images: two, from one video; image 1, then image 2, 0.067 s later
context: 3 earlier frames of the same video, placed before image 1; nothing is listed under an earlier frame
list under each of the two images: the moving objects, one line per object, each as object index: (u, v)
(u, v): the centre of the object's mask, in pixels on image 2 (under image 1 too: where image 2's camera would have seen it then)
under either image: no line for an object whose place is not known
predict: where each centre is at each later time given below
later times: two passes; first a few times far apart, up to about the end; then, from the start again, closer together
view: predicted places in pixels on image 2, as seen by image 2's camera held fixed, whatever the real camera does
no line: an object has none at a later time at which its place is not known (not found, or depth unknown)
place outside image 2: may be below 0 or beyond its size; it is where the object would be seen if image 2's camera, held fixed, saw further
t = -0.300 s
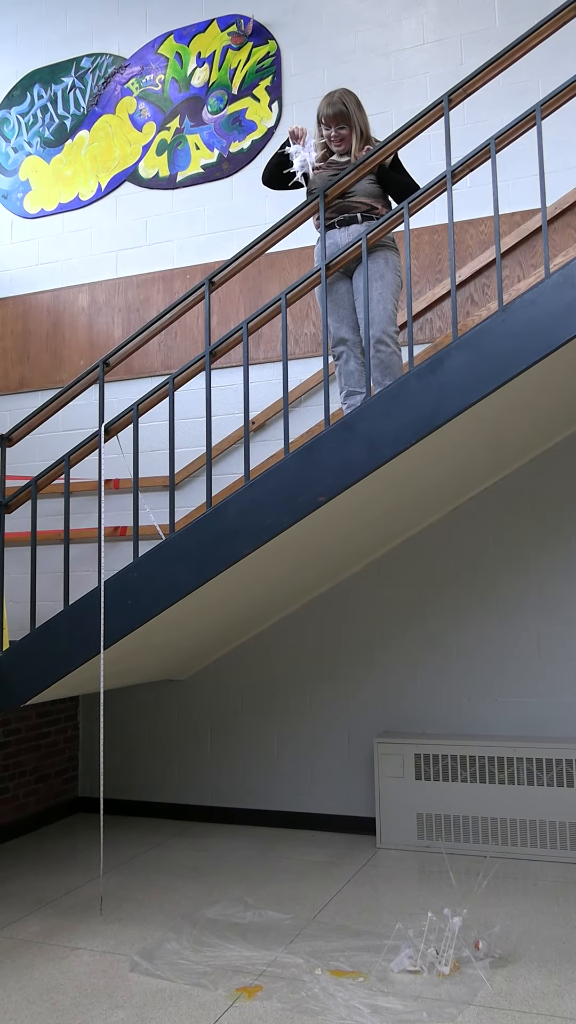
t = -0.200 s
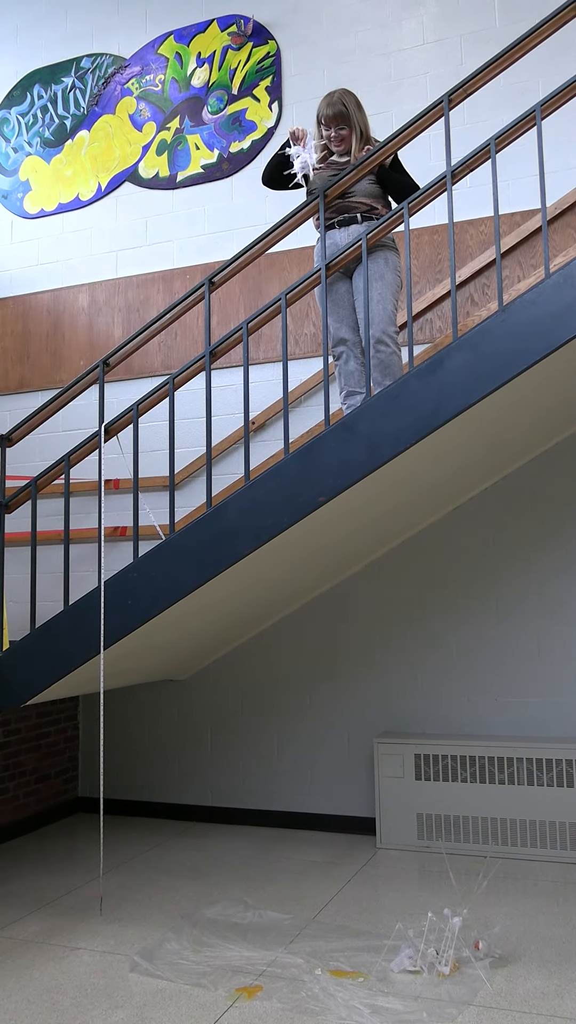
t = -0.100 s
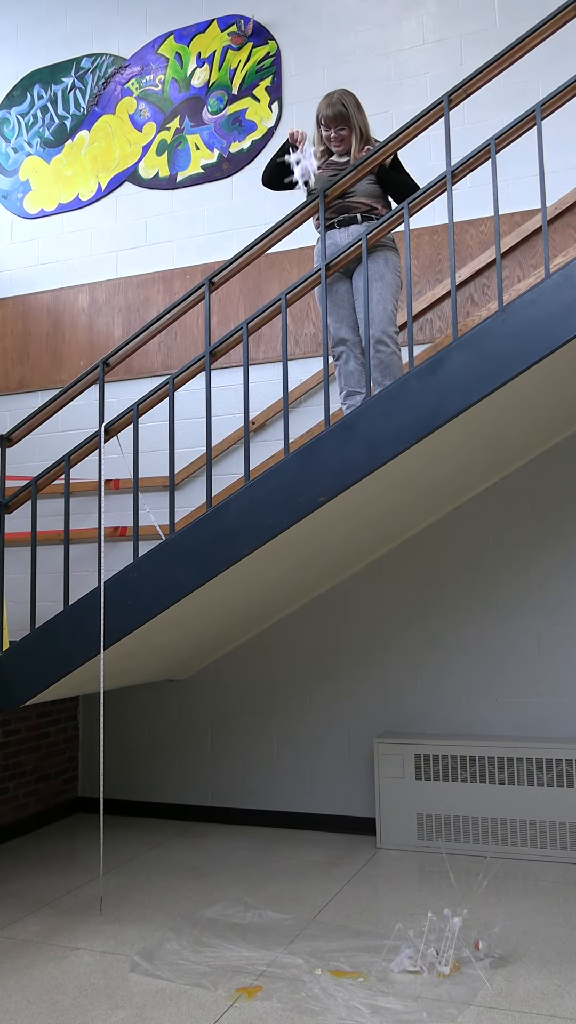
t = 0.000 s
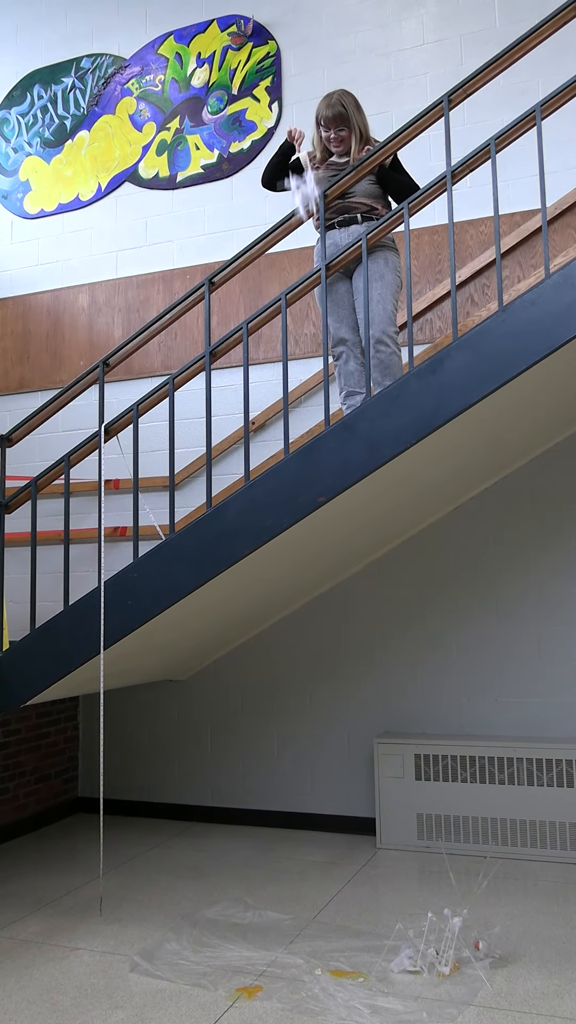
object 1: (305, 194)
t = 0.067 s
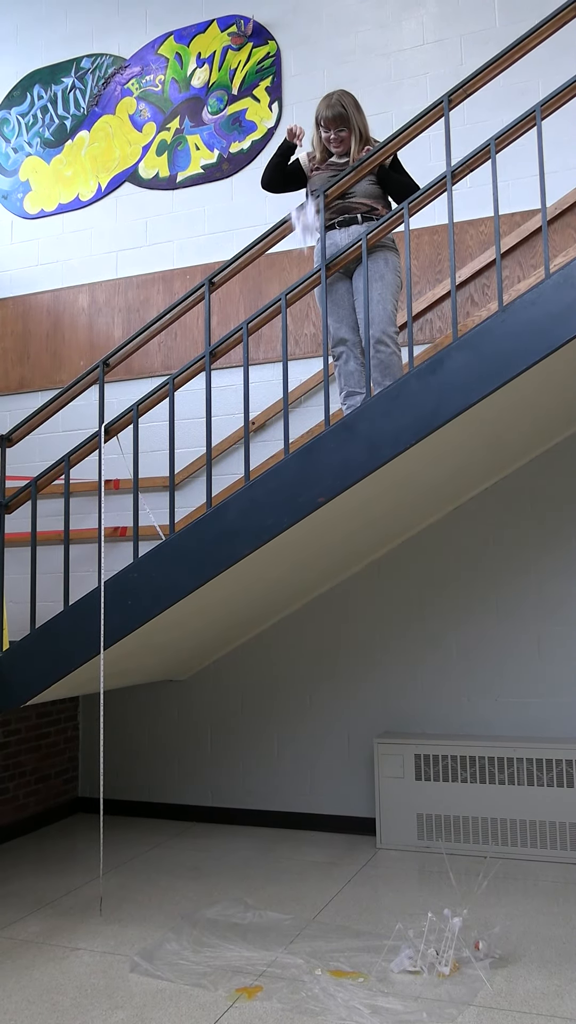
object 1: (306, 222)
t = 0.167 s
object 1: (305, 285)
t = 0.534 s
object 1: (311, 698)
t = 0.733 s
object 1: (312, 953)
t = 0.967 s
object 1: (312, 949)
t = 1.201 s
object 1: (315, 948)
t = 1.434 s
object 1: (315, 949)
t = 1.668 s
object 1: (315, 949)
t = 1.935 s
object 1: (315, 949)
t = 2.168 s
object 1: (315, 949)
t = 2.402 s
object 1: (316, 949)
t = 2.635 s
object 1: (315, 949)
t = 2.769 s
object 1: (315, 949)
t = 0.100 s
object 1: (304, 241)
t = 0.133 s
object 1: (306, 263)
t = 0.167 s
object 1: (305, 285)
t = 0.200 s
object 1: (306, 309)
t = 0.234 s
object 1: (306, 338)
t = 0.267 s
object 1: (308, 372)
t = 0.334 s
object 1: (310, 449)
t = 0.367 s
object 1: (309, 479)
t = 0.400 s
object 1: (310, 516)
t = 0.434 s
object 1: (311, 560)
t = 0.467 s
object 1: (311, 604)
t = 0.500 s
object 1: (312, 650)
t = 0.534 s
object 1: (311, 698)
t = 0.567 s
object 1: (311, 749)
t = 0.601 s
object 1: (311, 801)
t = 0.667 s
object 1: (310, 907)
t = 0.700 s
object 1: (309, 954)
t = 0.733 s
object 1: (312, 953)
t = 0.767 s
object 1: (310, 947)
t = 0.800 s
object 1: (308, 943)
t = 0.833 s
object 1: (307, 939)
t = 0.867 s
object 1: (308, 941)
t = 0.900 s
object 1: (308, 944)
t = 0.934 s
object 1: (310, 950)
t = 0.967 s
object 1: (312, 949)
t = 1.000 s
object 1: (314, 948)
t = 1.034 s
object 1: (315, 947)
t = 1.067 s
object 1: (316, 948)
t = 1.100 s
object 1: (316, 948)
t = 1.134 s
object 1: (315, 948)
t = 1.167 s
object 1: (315, 948)
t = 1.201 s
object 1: (315, 948)
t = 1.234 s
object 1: (316, 949)
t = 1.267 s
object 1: (316, 949)
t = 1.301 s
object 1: (315, 949)
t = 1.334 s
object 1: (316, 949)
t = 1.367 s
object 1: (315, 949)
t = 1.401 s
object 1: (316, 949)
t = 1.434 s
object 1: (315, 949)
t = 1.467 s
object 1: (316, 949)
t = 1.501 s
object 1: (315, 949)
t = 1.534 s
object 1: (315, 949)
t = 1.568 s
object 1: (315, 949)
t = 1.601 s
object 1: (315, 949)
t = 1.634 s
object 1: (315, 949)
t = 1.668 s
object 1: (315, 949)
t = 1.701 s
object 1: (315, 949)
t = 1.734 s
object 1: (315, 949)
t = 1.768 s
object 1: (315, 949)
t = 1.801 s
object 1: (316, 949)
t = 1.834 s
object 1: (316, 949)
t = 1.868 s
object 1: (315, 949)
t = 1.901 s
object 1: (315, 949)
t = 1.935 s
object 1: (315, 949)
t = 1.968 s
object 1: (315, 949)
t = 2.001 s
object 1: (315, 949)
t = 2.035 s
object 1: (315, 949)
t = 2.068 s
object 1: (315, 949)
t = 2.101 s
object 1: (315, 949)
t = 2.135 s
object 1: (315, 949)
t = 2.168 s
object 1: (315, 949)
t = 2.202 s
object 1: (315, 949)
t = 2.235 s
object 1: (316, 949)
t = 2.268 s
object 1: (315, 949)
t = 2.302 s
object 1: (315, 949)
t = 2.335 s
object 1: (316, 949)
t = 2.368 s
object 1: (315, 949)
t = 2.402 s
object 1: (316, 949)
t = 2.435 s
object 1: (315, 949)
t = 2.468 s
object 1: (315, 949)
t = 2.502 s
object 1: (315, 949)
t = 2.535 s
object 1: (315, 949)
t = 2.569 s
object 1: (315, 949)
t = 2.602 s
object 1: (315, 949)
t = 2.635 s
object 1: (315, 949)
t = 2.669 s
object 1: (315, 949)
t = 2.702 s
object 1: (315, 949)
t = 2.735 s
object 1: (315, 949)
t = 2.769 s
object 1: (315, 949)
